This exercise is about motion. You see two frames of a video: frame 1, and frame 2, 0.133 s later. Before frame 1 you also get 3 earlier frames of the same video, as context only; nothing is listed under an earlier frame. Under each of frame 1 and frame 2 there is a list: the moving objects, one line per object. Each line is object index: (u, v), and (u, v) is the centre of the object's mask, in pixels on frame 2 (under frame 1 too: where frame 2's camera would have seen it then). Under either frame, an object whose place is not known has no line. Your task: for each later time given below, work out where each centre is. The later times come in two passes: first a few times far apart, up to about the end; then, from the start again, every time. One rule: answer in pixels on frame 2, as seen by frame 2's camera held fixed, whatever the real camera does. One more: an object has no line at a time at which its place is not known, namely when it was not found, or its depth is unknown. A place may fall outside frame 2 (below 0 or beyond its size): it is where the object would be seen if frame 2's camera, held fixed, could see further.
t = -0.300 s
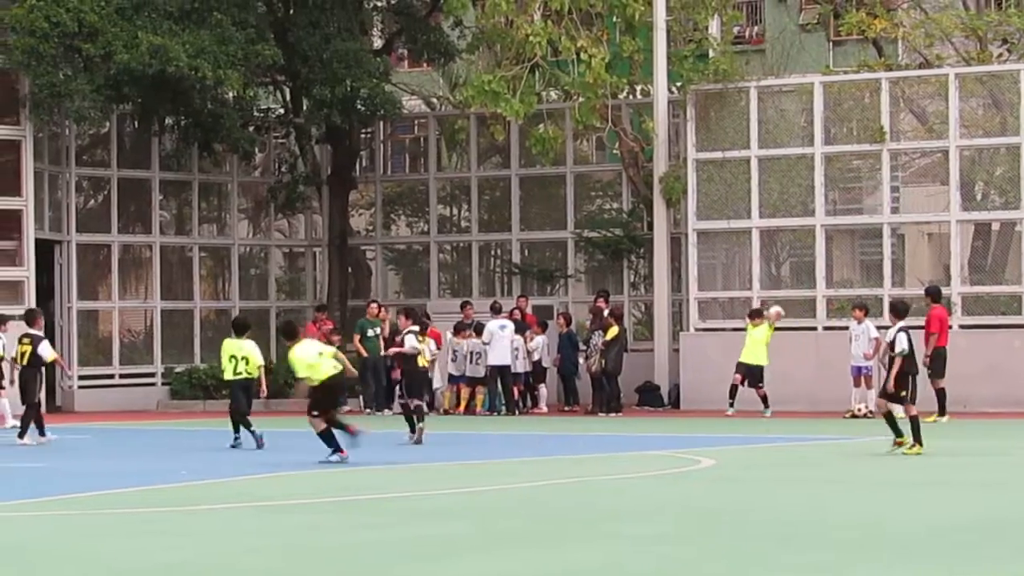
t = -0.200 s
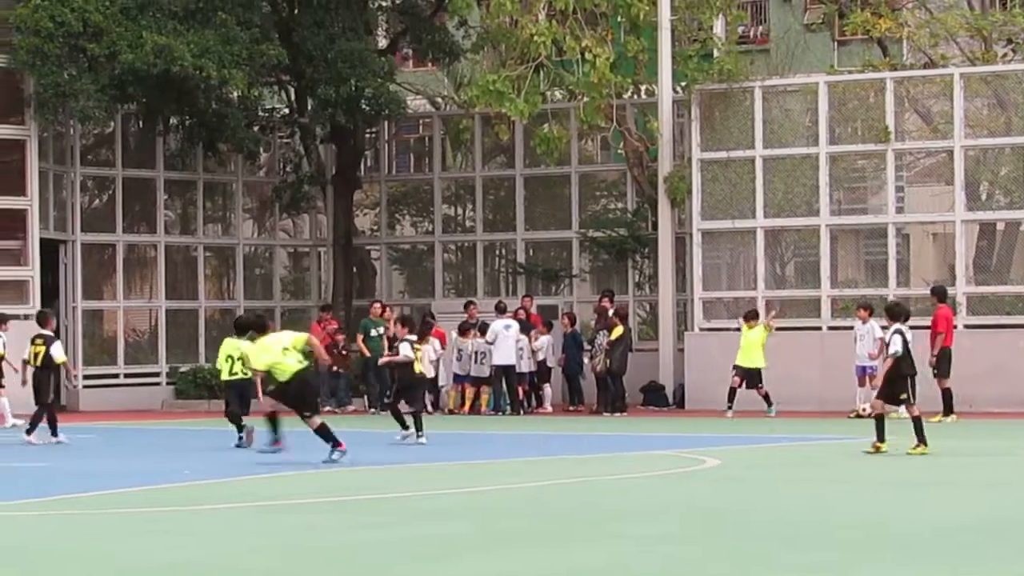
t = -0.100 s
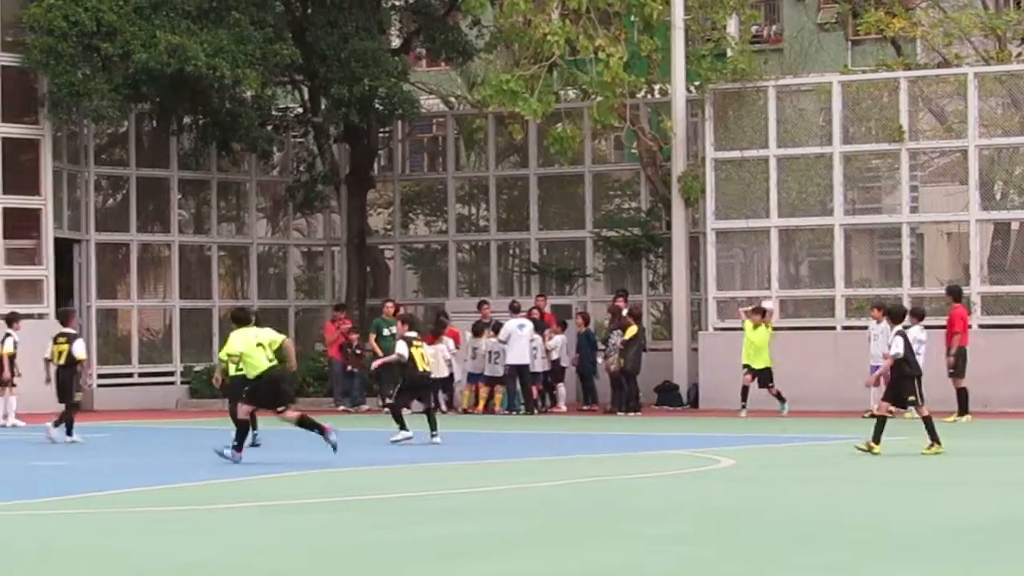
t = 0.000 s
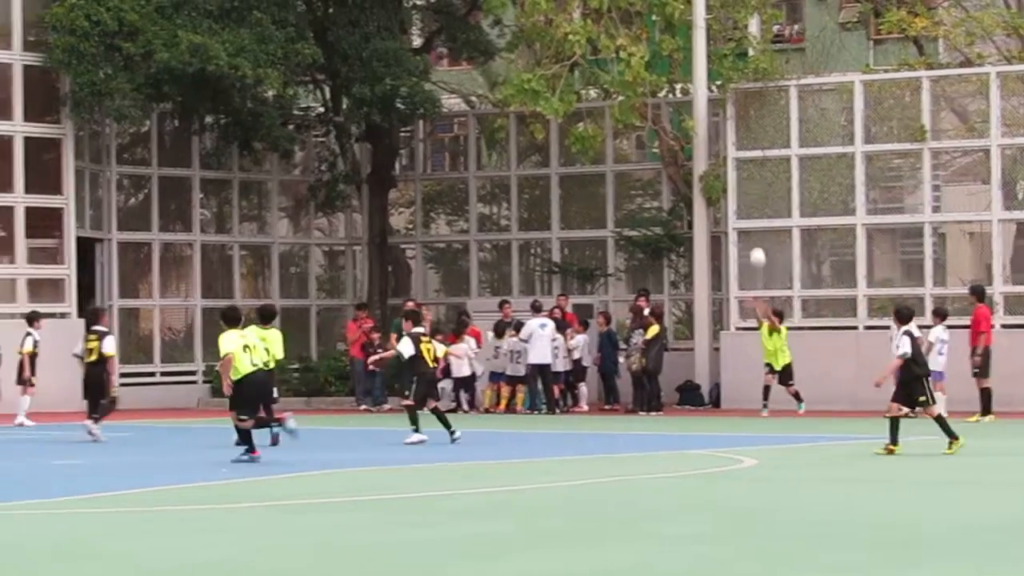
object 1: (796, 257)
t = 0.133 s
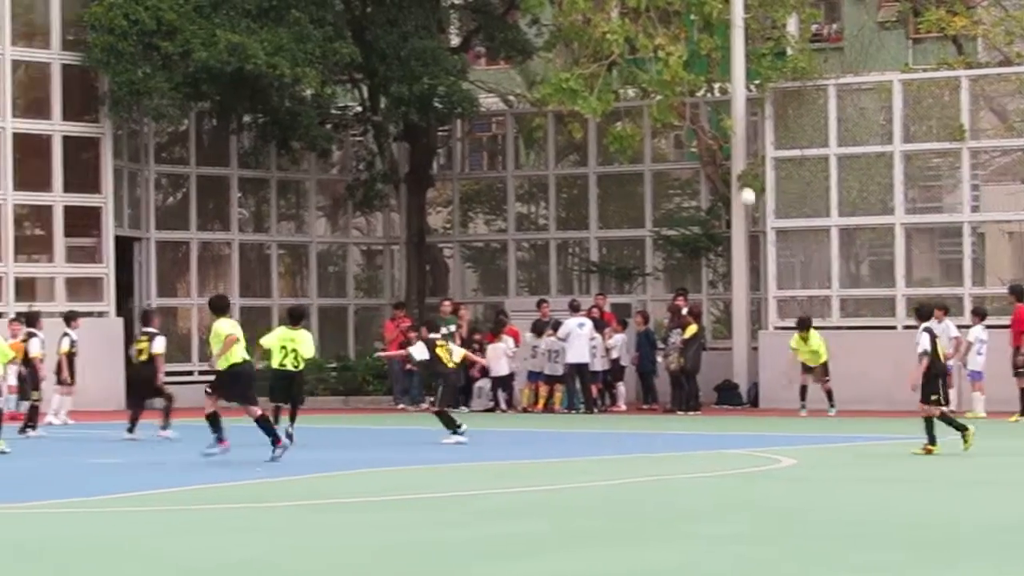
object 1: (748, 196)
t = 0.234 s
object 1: (710, 159)
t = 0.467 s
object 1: (619, 96)
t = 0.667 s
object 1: (535, 77)
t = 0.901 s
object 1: (429, 99)
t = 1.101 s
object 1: (329, 161)
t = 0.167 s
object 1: (735, 183)
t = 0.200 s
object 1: (722, 171)
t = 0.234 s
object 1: (710, 159)
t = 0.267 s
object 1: (697, 148)
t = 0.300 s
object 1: (684, 138)
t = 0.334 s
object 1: (672, 127)
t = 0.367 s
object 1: (659, 119)
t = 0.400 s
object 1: (646, 110)
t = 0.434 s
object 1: (632, 103)
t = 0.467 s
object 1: (619, 96)
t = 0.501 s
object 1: (605, 91)
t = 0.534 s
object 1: (592, 86)
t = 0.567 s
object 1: (578, 82)
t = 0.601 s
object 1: (564, 79)
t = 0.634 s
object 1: (549, 77)
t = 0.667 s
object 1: (535, 77)
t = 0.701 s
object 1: (521, 77)
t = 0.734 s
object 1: (506, 78)
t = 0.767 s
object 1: (491, 80)
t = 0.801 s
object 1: (475, 84)
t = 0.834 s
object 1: (460, 87)
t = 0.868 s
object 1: (445, 93)
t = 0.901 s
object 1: (429, 99)
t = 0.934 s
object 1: (414, 107)
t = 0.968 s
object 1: (398, 115)
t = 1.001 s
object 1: (381, 125)
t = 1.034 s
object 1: (364, 136)
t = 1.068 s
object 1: (346, 149)
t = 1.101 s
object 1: (329, 161)
